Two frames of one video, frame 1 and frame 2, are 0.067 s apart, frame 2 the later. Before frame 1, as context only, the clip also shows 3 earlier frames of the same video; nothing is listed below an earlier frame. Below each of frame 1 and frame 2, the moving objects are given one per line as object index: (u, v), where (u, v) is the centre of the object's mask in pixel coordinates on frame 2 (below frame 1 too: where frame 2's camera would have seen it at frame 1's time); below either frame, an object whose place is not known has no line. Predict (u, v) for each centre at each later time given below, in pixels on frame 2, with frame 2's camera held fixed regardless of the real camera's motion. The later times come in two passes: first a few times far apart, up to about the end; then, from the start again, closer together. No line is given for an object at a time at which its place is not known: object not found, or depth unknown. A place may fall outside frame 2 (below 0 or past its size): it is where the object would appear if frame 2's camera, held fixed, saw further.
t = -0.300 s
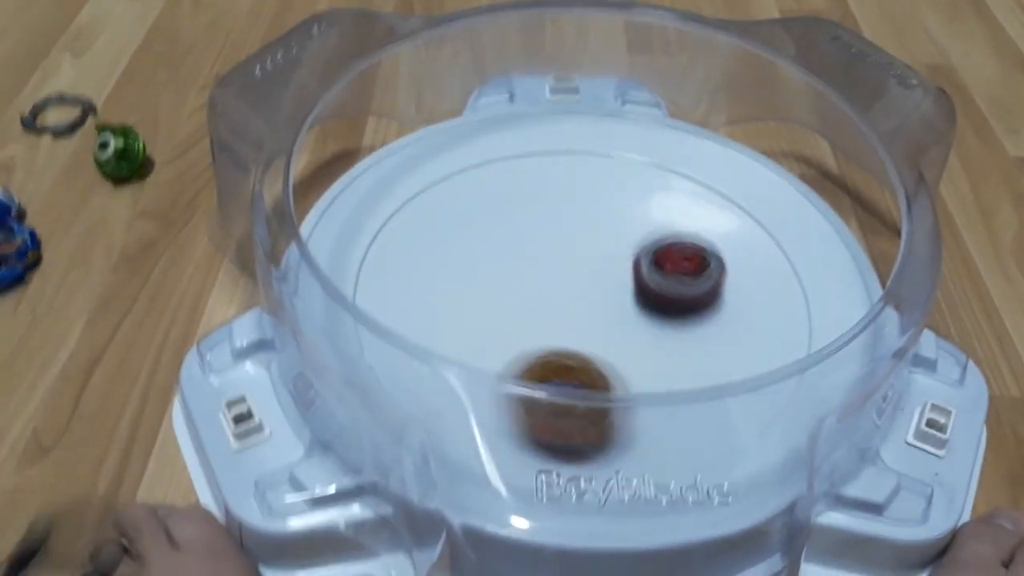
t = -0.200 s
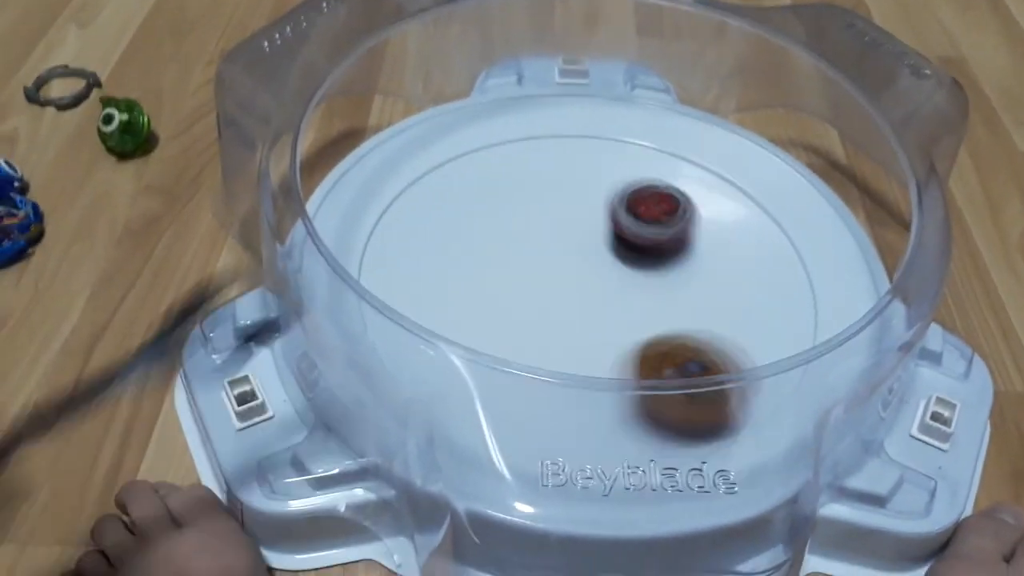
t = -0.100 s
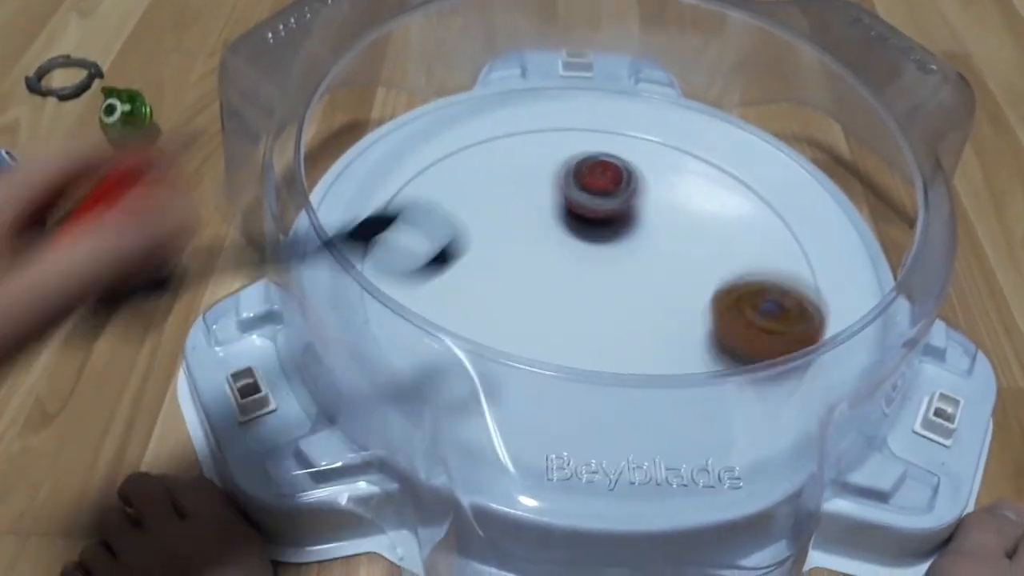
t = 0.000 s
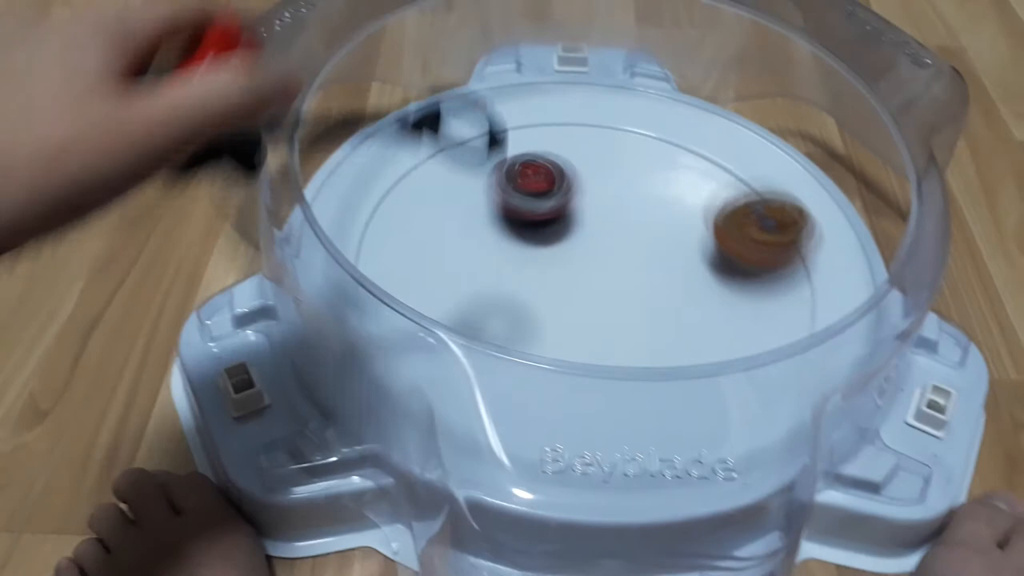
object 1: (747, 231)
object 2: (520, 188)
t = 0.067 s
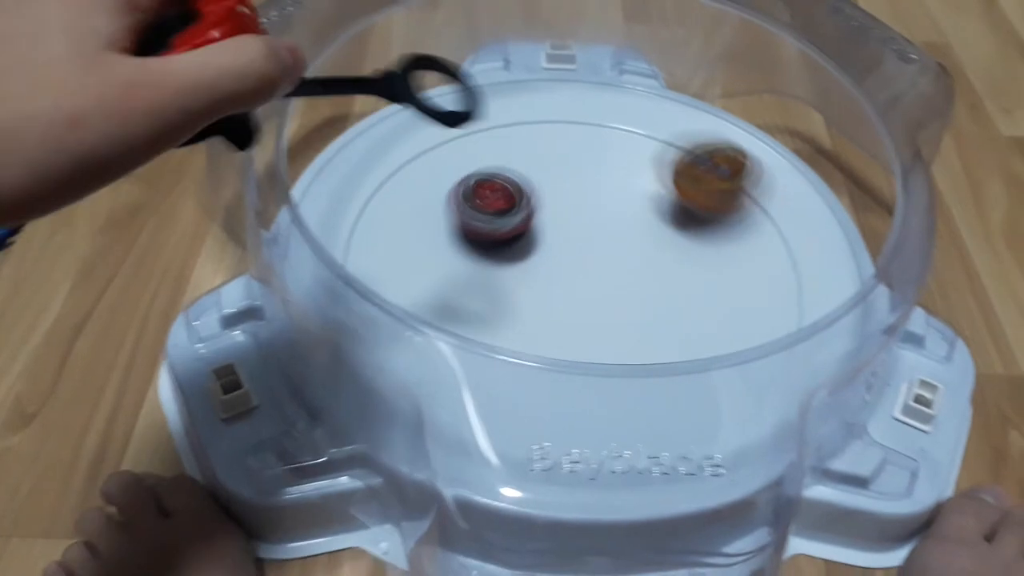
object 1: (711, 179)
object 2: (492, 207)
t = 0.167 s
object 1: (615, 134)
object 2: (482, 255)
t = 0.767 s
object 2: (623, 200)
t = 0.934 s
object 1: (726, 256)
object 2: (528, 208)
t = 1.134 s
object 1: (610, 153)
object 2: (500, 289)
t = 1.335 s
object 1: (488, 186)
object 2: (613, 326)
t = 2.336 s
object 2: (625, 308)
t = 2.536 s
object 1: (603, 132)
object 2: (615, 253)
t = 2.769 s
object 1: (563, 169)
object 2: (516, 245)
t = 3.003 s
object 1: (579, 235)
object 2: (515, 304)
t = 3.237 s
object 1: (646, 246)
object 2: (579, 308)
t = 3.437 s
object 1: (720, 235)
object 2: (540, 275)
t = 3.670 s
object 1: (721, 231)
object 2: (456, 250)
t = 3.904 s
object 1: (646, 270)
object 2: (472, 252)
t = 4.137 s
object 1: (605, 344)
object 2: (528, 222)
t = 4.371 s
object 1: (582, 352)
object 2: (596, 236)
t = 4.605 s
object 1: (532, 293)
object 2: (641, 275)
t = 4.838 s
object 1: (533, 229)
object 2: (646, 321)
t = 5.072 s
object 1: (583, 222)
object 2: (601, 317)
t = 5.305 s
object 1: (626, 254)
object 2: (543, 290)
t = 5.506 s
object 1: (633, 288)
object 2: (517, 261)
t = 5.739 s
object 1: (597, 292)
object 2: (544, 226)
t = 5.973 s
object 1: (546, 280)
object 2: (602, 220)
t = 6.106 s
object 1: (539, 259)
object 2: (620, 220)
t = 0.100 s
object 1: (682, 161)
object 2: (484, 222)
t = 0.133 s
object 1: (650, 147)
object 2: (479, 238)
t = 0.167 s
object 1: (615, 134)
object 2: (482, 255)
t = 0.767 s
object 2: (623, 200)
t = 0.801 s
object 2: (604, 195)
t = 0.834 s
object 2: (584, 194)
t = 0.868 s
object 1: (725, 301)
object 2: (564, 195)
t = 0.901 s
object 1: (728, 280)
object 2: (546, 200)
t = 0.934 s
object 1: (726, 256)
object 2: (528, 208)
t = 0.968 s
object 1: (717, 232)
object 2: (514, 218)
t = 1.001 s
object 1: (702, 211)
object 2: (502, 230)
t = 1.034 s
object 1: (682, 192)
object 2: (495, 244)
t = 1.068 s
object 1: (661, 175)
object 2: (491, 259)
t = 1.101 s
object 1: (636, 162)
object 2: (493, 274)
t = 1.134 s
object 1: (610, 153)
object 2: (500, 289)
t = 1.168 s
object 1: (583, 151)
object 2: (511, 304)
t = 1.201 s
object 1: (558, 151)
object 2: (527, 315)
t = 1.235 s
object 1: (535, 155)
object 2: (547, 324)
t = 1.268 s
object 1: (515, 162)
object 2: (569, 329)
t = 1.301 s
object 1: (500, 173)
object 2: (592, 329)
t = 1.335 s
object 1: (488, 186)
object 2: (613, 326)
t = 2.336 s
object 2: (625, 308)
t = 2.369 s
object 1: (650, 172)
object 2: (632, 300)
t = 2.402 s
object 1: (645, 156)
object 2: (635, 292)
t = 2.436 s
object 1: (639, 140)
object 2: (635, 282)
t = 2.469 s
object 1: (628, 134)
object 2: (632, 270)
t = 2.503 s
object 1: (616, 130)
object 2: (625, 262)
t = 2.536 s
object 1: (603, 132)
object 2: (615, 253)
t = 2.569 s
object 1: (590, 134)
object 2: (605, 246)
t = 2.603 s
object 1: (580, 139)
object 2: (591, 239)
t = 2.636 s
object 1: (571, 146)
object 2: (574, 235)
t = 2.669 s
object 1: (564, 154)
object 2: (559, 233)
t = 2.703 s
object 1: (562, 159)
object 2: (545, 235)
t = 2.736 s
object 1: (562, 163)
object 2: (530, 239)
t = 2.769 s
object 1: (563, 169)
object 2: (516, 245)
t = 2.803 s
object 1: (564, 177)
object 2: (505, 251)
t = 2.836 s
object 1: (564, 182)
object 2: (497, 259)
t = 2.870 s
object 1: (566, 192)
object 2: (492, 270)
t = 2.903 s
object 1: (569, 202)
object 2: (491, 280)
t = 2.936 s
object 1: (572, 212)
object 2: (496, 290)
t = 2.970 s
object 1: (575, 223)
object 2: (504, 298)
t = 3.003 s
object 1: (579, 235)
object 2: (515, 304)
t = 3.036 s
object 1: (583, 243)
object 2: (531, 308)
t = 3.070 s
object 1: (592, 248)
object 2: (542, 312)
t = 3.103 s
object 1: (605, 246)
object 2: (551, 315)
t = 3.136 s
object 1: (615, 247)
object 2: (560, 317)
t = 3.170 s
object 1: (625, 247)
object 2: (569, 313)
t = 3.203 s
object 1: (635, 248)
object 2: (576, 310)
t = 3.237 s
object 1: (646, 246)
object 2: (579, 308)
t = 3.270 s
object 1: (655, 245)
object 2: (582, 302)
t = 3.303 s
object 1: (663, 245)
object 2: (583, 296)
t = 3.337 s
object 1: (669, 244)
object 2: (582, 289)
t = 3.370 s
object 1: (685, 243)
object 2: (567, 282)
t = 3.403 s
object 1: (705, 239)
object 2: (551, 277)
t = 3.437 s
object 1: (720, 235)
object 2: (540, 275)
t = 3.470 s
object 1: (728, 228)
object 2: (525, 273)
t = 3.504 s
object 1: (736, 225)
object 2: (512, 268)
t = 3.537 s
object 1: (738, 224)
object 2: (501, 265)
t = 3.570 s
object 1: (736, 224)
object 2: (488, 260)
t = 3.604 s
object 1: (733, 226)
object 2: (478, 257)
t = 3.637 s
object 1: (728, 228)
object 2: (465, 253)
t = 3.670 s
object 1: (721, 231)
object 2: (456, 250)
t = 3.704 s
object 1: (714, 236)
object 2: (452, 249)
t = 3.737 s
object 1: (705, 239)
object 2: (448, 249)
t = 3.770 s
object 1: (695, 246)
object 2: (448, 249)
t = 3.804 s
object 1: (685, 251)
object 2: (450, 250)
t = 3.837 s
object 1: (672, 257)
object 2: (456, 251)
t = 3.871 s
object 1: (659, 265)
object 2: (463, 251)
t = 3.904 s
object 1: (646, 270)
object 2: (472, 252)
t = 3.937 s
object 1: (630, 275)
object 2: (485, 252)
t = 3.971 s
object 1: (615, 282)
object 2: (496, 251)
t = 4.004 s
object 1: (601, 287)
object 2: (509, 249)
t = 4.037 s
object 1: (599, 306)
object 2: (515, 242)
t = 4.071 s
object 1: (602, 317)
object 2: (517, 229)
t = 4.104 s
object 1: (603, 327)
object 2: (520, 224)
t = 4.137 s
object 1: (605, 344)
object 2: (528, 222)
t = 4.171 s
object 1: (603, 355)
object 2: (539, 221)
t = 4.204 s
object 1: (602, 360)
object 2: (550, 221)
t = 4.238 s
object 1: (598, 362)
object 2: (560, 223)
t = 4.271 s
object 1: (595, 362)
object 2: (569, 224)
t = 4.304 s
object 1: (592, 361)
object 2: (577, 227)
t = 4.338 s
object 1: (587, 357)
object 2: (588, 231)
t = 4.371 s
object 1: (582, 352)
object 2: (596, 236)
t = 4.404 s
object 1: (576, 345)
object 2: (603, 241)
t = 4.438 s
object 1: (570, 329)
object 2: (610, 245)
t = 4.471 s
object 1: (565, 324)
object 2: (617, 252)
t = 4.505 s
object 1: (559, 318)
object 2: (623, 258)
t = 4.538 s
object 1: (550, 310)
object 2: (630, 263)
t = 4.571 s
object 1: (538, 302)
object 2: (636, 271)
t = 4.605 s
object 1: (532, 293)
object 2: (641, 275)
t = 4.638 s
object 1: (526, 279)
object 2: (645, 282)
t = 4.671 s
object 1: (524, 272)
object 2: (648, 288)
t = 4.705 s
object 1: (522, 263)
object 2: (650, 298)
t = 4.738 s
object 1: (523, 253)
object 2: (650, 304)
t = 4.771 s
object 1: (524, 241)
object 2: (650, 310)
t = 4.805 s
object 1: (529, 236)
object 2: (648, 314)
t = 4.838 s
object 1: (533, 229)
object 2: (646, 321)
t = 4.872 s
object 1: (540, 222)
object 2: (642, 321)
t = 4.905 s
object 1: (546, 219)
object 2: (638, 326)
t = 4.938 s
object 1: (553, 216)
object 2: (631, 323)
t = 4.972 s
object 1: (560, 216)
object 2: (625, 323)
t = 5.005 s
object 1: (568, 218)
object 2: (616, 323)
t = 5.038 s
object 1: (574, 219)
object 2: (608, 318)
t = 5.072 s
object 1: (583, 222)
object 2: (601, 317)
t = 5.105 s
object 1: (587, 226)
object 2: (591, 312)
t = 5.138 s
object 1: (595, 229)
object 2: (582, 307)
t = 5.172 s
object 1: (598, 234)
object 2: (574, 304)
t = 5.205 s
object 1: (605, 236)
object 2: (565, 301)
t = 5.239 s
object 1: (614, 243)
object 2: (555, 297)
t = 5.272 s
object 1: (620, 246)
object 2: (550, 292)
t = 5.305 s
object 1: (626, 254)
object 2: (543, 290)
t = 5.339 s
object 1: (627, 258)
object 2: (536, 284)
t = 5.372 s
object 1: (630, 266)
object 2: (528, 278)
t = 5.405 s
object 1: (634, 272)
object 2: (520, 273)
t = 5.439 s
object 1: (636, 276)
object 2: (518, 267)
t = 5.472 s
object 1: (637, 279)
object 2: (516, 263)
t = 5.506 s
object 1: (633, 288)
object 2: (517, 261)
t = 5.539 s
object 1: (630, 287)
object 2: (517, 256)
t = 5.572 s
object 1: (623, 287)
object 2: (520, 249)
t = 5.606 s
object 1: (617, 294)
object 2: (526, 244)
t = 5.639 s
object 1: (614, 291)
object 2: (529, 236)
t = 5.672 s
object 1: (606, 293)
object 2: (535, 231)
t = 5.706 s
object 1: (601, 298)
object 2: (540, 230)
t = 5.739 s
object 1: (597, 292)
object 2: (544, 226)
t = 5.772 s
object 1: (587, 293)
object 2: (550, 224)
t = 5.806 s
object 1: (580, 294)
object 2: (558, 219)
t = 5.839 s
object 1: (574, 295)
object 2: (568, 219)
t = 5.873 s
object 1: (563, 293)
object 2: (579, 219)
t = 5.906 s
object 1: (556, 289)
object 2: (587, 219)
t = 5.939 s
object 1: (552, 284)
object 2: (596, 219)
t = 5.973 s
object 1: (546, 280)
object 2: (602, 220)
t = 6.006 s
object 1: (542, 275)
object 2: (609, 218)
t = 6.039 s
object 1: (539, 271)
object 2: (611, 217)
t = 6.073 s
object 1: (537, 258)
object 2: (614, 208)
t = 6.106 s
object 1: (539, 259)
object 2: (620, 220)
